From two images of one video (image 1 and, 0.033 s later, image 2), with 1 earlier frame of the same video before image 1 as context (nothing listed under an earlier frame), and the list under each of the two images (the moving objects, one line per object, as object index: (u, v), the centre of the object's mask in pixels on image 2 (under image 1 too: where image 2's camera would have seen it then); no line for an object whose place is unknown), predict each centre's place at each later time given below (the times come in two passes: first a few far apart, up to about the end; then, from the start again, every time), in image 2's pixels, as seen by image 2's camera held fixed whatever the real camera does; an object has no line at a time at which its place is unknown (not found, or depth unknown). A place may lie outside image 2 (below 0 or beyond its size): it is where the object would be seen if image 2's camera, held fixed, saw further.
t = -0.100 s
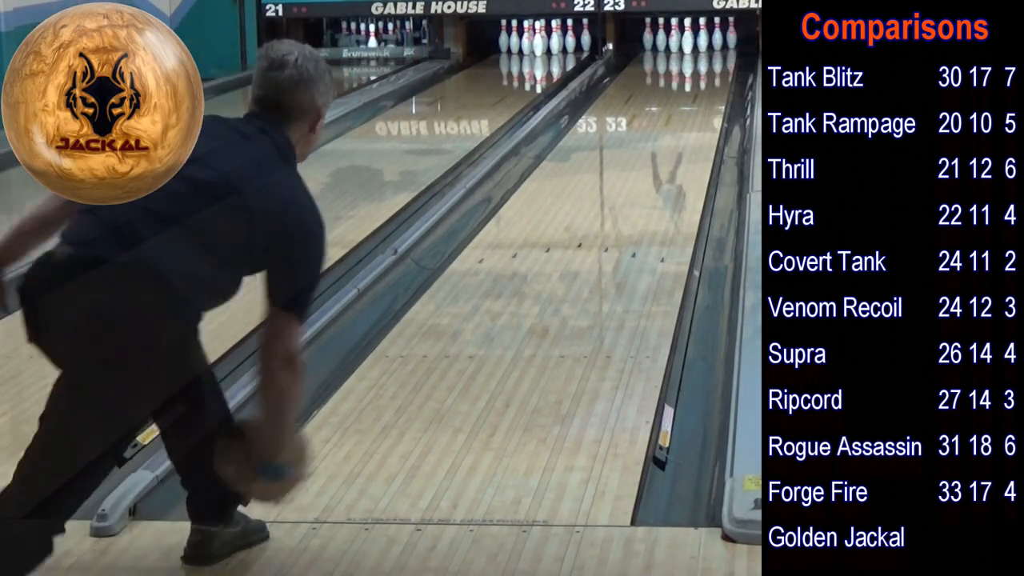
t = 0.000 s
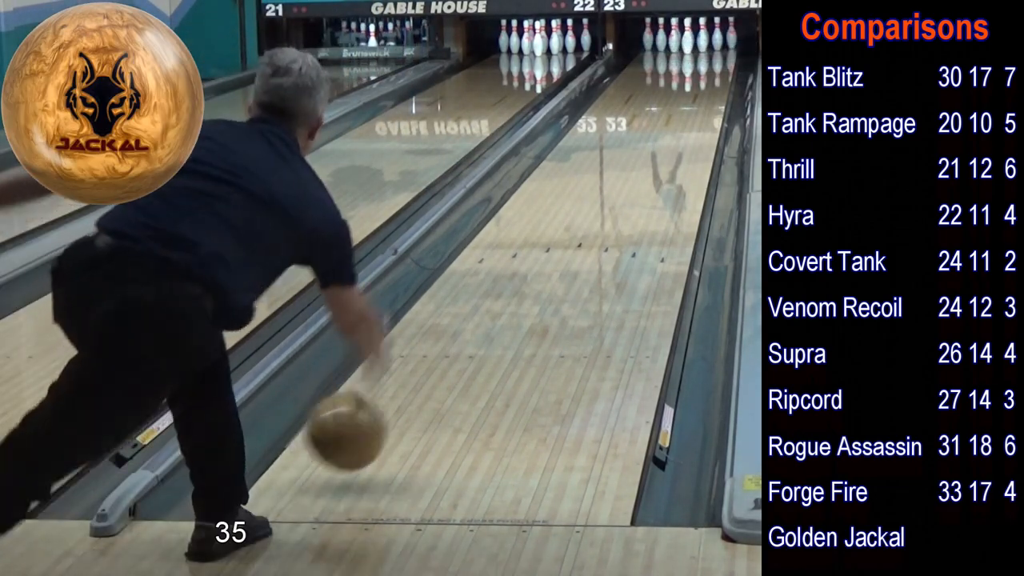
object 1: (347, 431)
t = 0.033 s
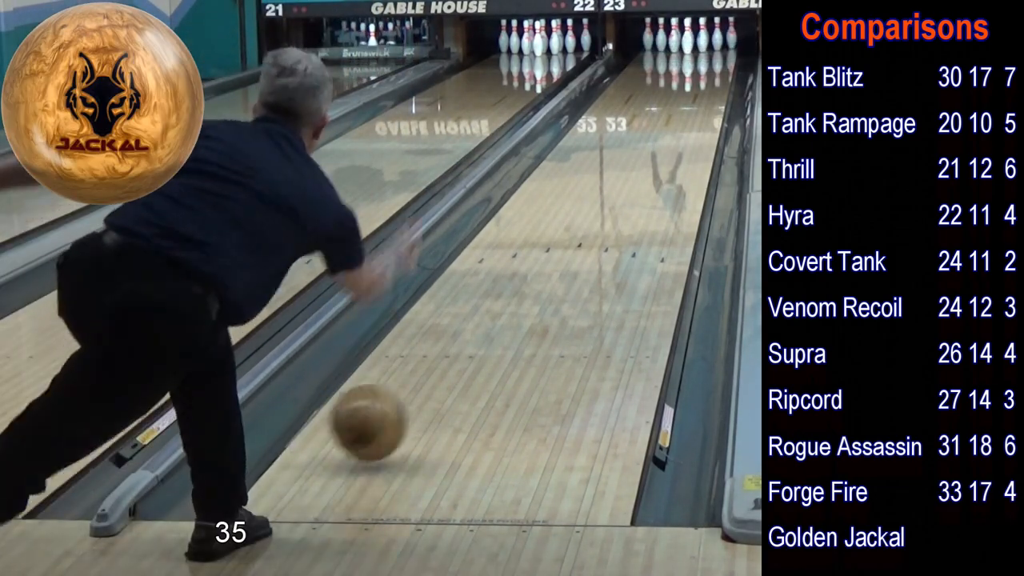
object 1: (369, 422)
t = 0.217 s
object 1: (463, 341)
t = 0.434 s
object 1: (539, 267)
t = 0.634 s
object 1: (589, 219)
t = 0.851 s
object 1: (629, 179)
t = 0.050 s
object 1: (379, 419)
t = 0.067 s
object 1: (388, 412)
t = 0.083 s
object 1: (398, 402)
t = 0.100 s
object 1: (408, 393)
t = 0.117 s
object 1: (416, 385)
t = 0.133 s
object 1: (425, 378)
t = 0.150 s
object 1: (433, 369)
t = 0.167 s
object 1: (441, 361)
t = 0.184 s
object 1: (448, 355)
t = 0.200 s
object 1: (456, 347)
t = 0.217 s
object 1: (463, 341)
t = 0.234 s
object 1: (470, 334)
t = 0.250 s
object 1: (477, 328)
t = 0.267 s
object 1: (484, 321)
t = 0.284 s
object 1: (490, 316)
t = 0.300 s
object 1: (496, 309)
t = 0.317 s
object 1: (502, 303)
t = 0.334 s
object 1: (508, 298)
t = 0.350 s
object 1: (514, 293)
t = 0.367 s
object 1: (519, 287)
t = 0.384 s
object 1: (525, 282)
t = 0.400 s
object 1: (530, 277)
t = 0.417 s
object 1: (534, 272)
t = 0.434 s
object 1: (539, 267)
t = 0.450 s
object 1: (545, 263)
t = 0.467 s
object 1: (549, 258)
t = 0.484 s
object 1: (554, 254)
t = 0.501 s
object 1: (558, 249)
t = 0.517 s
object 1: (562, 246)
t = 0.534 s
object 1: (566, 241)
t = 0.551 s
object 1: (571, 238)
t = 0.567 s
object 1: (574, 233)
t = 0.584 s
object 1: (578, 230)
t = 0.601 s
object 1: (582, 226)
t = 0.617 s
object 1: (586, 223)
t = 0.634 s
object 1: (589, 219)
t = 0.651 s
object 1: (593, 216)
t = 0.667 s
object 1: (595, 213)
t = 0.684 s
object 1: (598, 211)
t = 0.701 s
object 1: (603, 205)
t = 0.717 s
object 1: (606, 202)
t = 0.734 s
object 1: (609, 199)
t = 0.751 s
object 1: (612, 196)
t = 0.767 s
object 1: (615, 193)
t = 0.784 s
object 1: (618, 190)
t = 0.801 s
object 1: (621, 188)
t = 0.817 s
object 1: (623, 185)
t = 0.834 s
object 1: (626, 182)
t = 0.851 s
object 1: (629, 179)
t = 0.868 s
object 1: (631, 177)
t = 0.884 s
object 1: (634, 174)
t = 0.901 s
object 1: (636, 172)
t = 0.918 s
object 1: (639, 169)
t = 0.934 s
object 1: (641, 166)
